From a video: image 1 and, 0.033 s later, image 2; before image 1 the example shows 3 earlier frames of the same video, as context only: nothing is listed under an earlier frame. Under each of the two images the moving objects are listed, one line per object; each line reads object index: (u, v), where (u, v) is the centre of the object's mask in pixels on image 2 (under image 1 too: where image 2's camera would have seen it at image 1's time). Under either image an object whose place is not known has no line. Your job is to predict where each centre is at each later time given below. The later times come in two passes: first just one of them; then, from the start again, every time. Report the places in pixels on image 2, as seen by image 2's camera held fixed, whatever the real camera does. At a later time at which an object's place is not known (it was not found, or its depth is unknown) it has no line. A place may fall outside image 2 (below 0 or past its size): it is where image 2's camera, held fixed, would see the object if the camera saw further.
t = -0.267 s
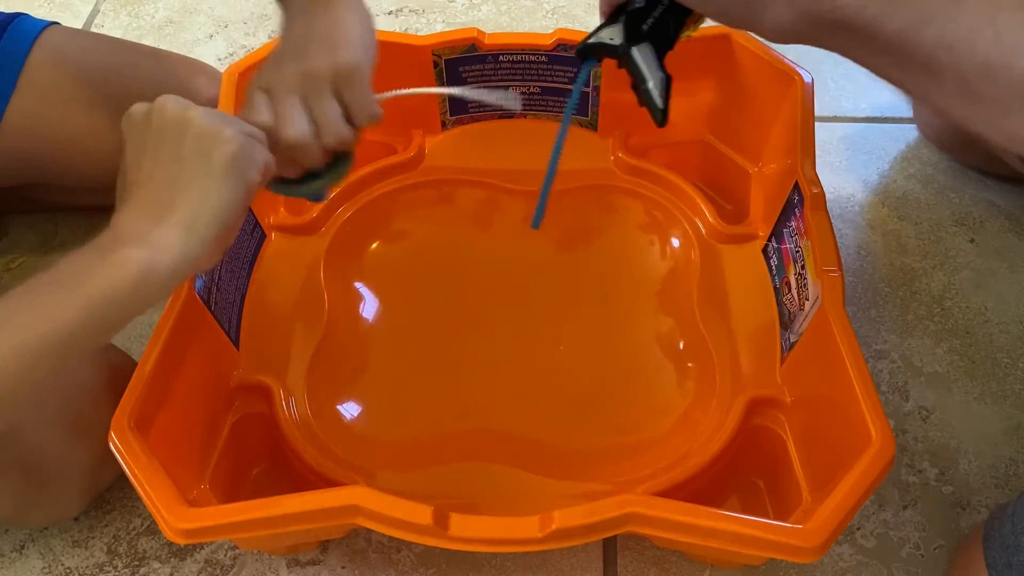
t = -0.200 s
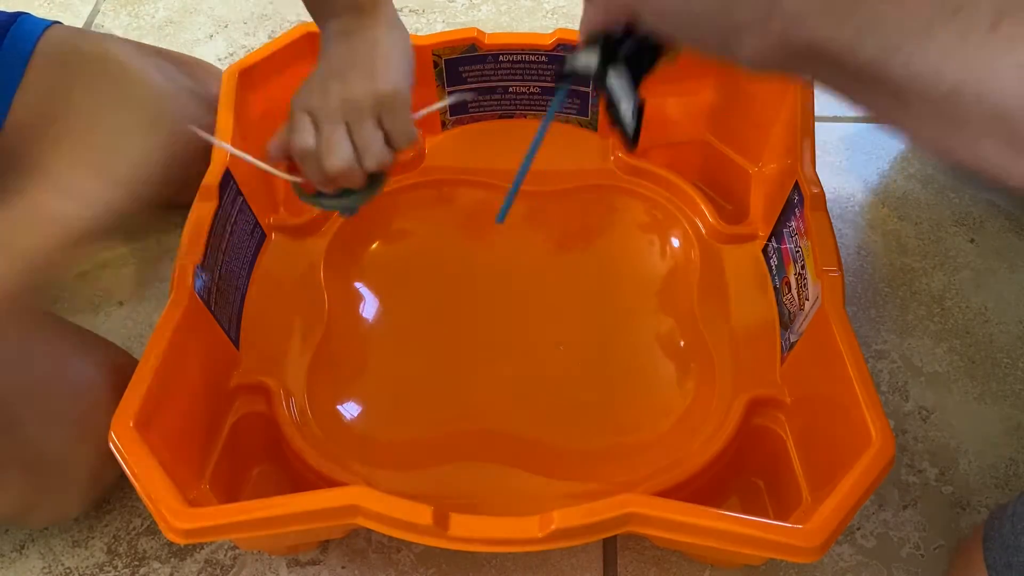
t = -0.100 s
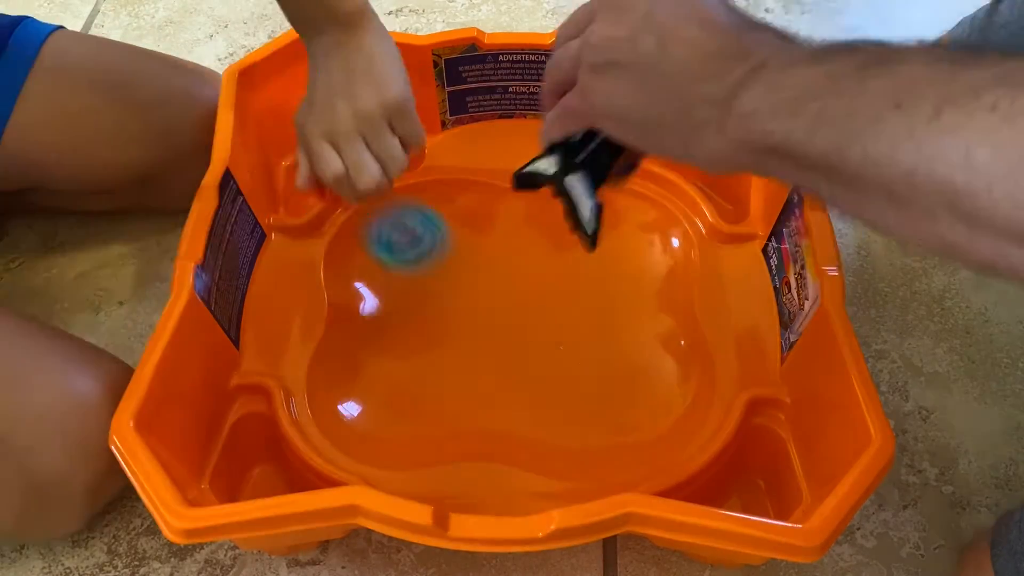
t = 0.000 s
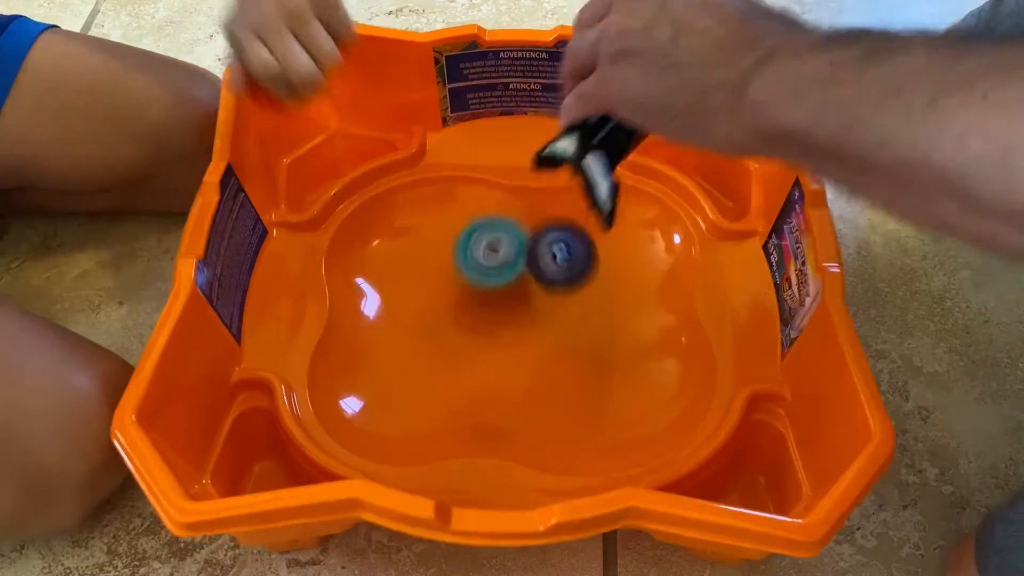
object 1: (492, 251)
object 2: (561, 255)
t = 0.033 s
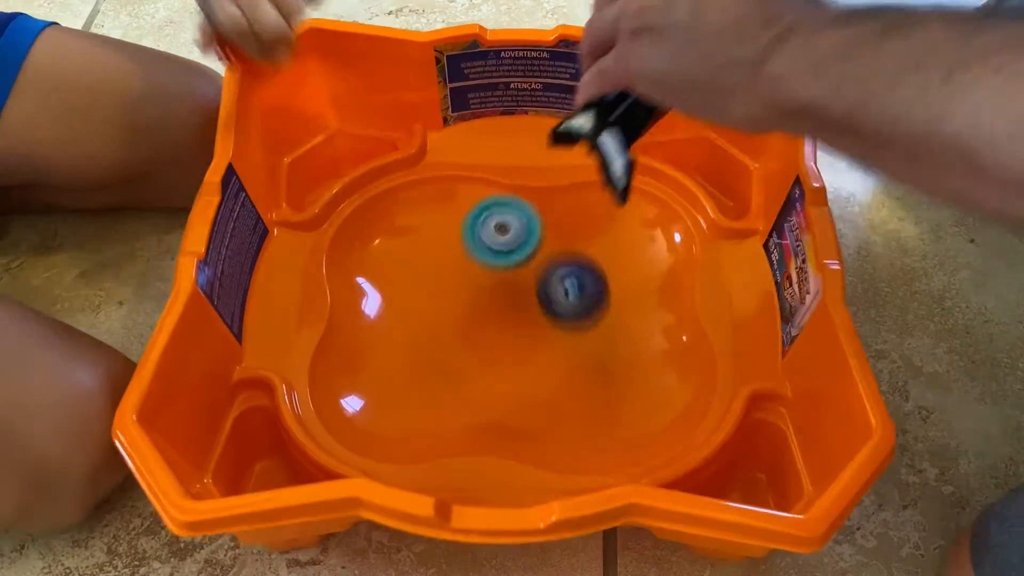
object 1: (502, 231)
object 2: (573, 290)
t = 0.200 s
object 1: (552, 254)
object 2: (622, 408)
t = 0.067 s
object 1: (513, 222)
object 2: (583, 332)
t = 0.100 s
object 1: (524, 221)
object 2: (593, 372)
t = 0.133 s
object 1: (535, 230)
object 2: (603, 375)
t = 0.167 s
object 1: (545, 249)
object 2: (614, 386)
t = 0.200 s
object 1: (552, 254)
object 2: (622, 408)
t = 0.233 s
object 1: (557, 250)
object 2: (623, 412)
